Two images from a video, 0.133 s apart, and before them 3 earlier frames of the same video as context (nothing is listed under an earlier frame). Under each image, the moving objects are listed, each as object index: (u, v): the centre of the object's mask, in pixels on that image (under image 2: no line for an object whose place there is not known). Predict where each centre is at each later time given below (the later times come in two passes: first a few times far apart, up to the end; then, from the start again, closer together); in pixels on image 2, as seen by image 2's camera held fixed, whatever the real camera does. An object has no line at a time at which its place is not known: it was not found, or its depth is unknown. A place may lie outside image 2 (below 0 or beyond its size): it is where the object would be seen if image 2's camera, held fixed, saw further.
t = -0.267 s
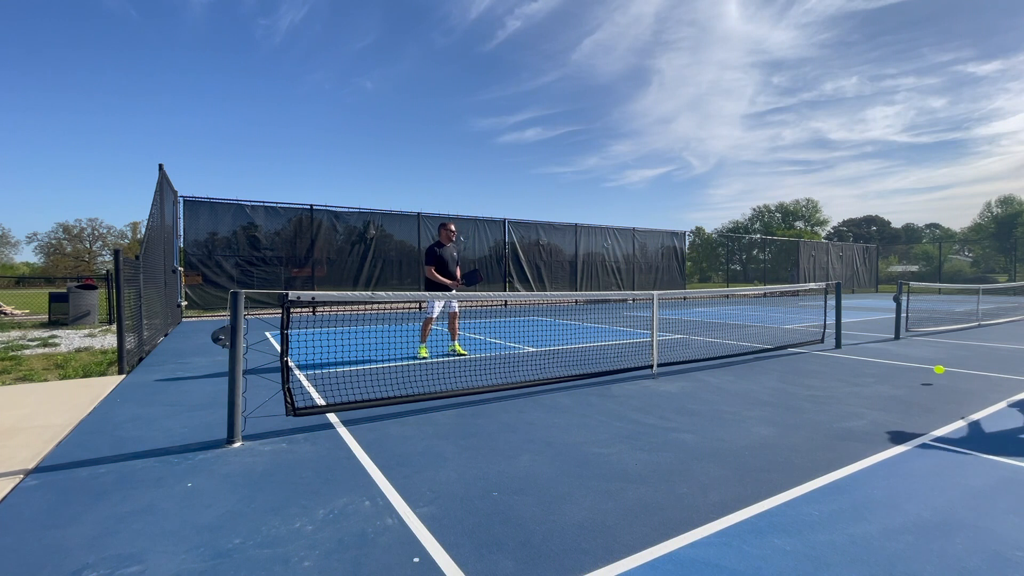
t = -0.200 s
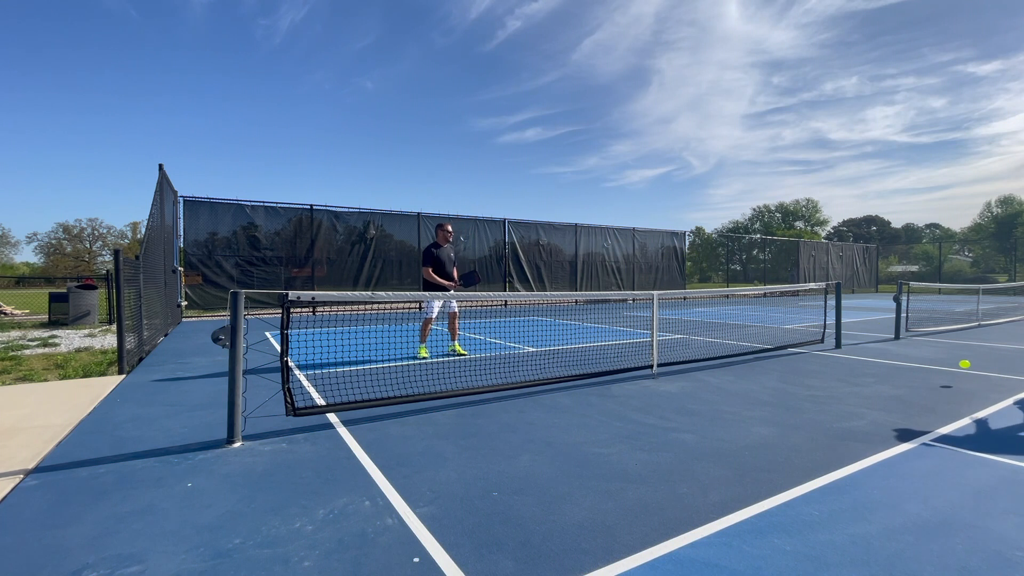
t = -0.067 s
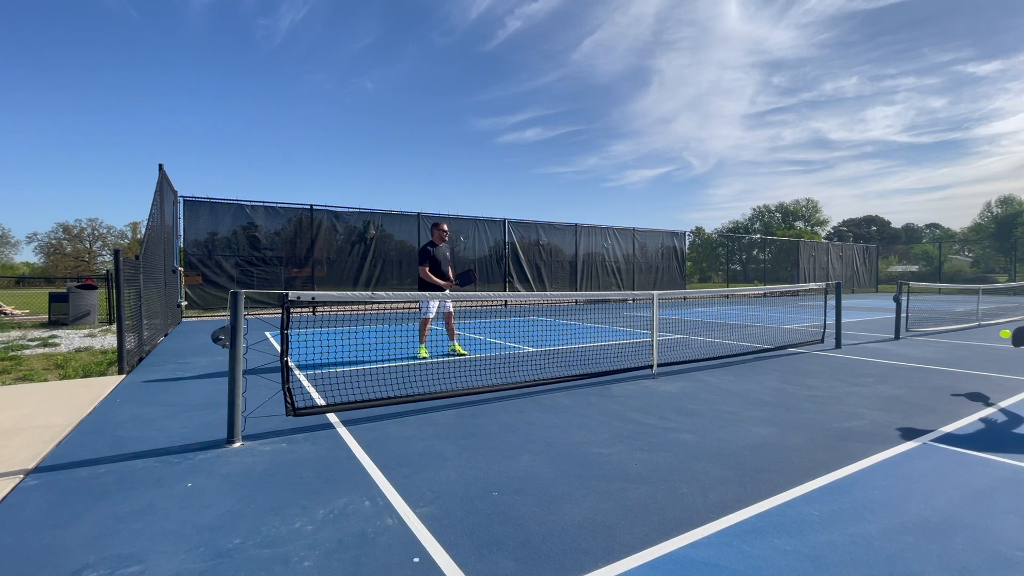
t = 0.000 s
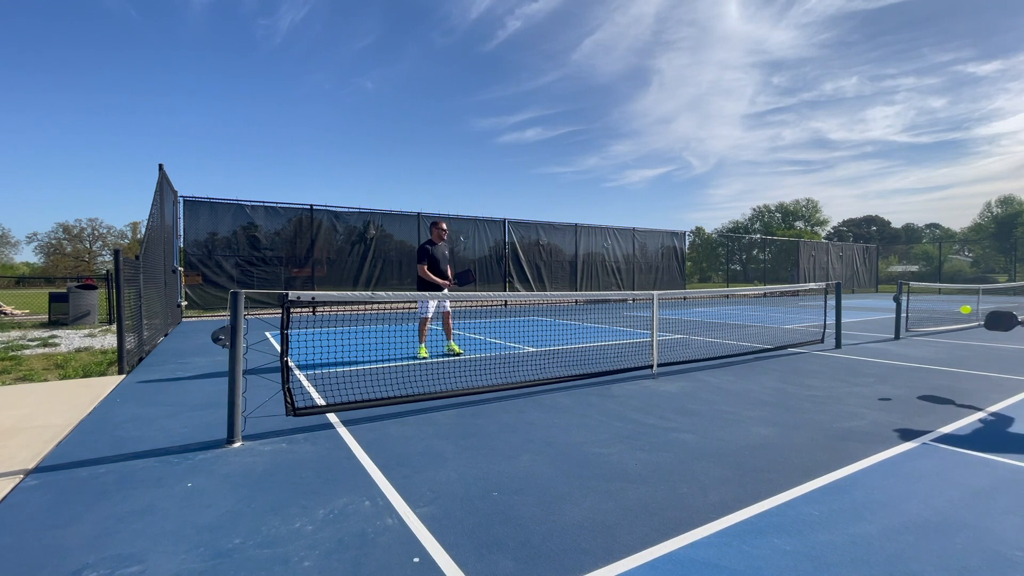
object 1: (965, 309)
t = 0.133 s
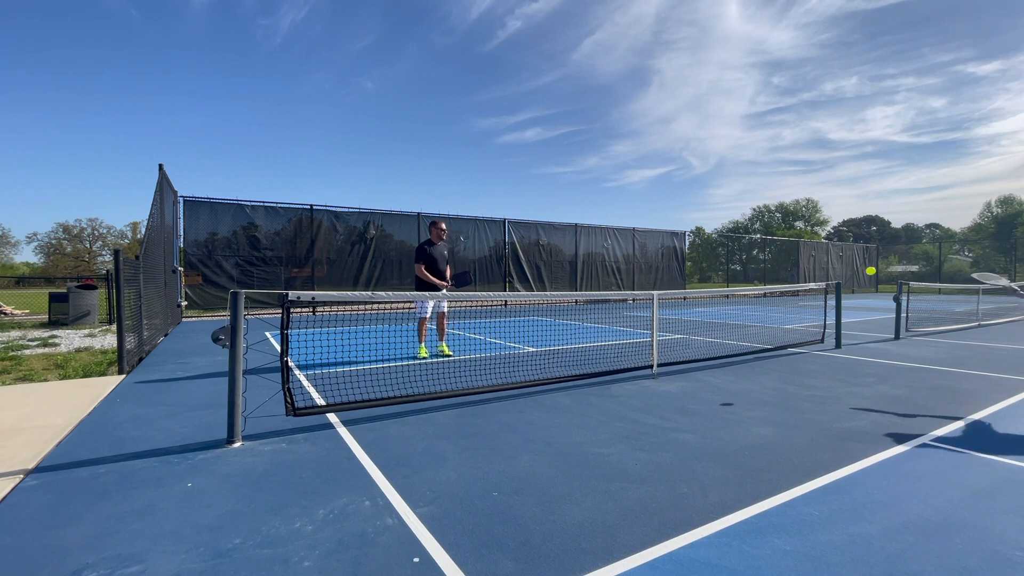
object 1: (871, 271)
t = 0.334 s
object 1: (744, 249)
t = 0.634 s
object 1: (579, 285)
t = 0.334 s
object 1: (744, 249)
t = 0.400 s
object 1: (705, 250)
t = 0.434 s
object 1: (686, 252)
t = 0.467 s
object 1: (667, 255)
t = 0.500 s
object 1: (649, 259)
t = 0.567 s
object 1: (613, 270)
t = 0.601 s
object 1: (596, 277)
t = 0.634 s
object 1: (579, 285)
